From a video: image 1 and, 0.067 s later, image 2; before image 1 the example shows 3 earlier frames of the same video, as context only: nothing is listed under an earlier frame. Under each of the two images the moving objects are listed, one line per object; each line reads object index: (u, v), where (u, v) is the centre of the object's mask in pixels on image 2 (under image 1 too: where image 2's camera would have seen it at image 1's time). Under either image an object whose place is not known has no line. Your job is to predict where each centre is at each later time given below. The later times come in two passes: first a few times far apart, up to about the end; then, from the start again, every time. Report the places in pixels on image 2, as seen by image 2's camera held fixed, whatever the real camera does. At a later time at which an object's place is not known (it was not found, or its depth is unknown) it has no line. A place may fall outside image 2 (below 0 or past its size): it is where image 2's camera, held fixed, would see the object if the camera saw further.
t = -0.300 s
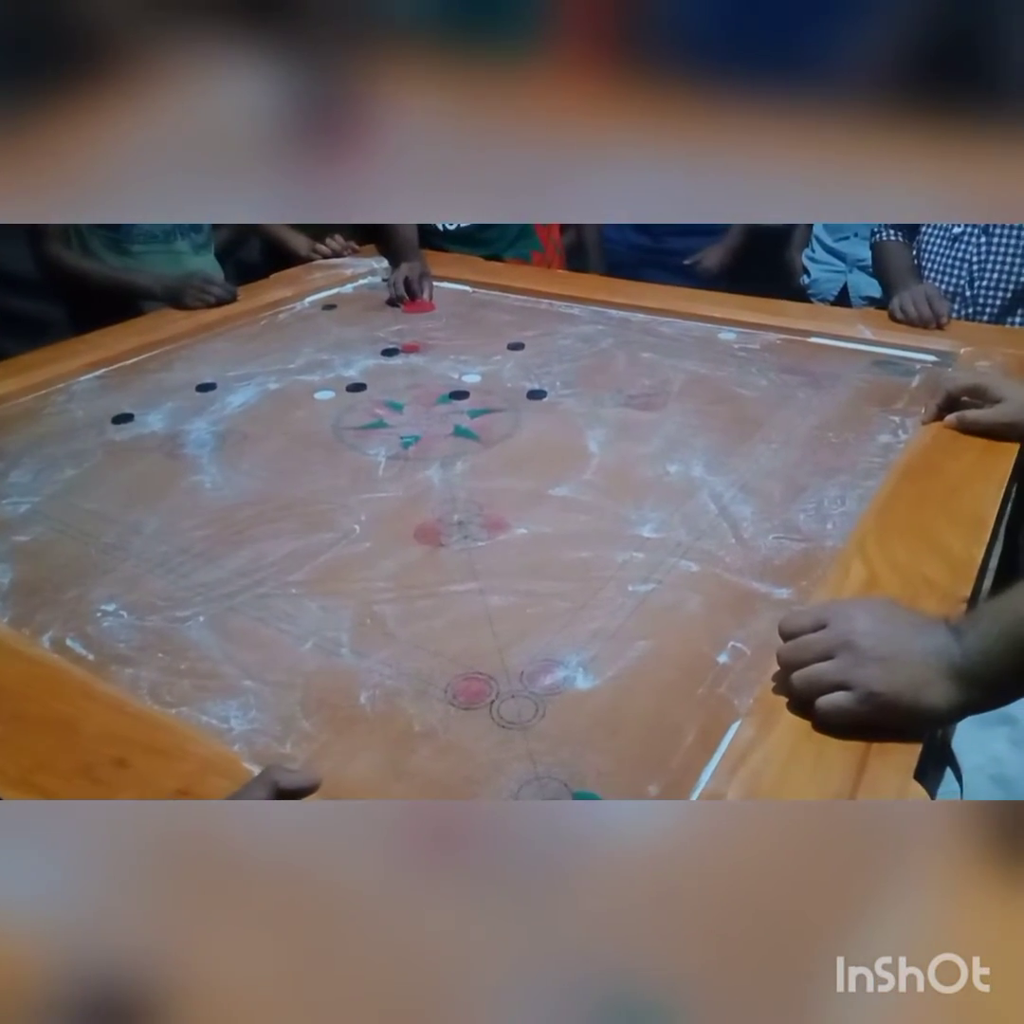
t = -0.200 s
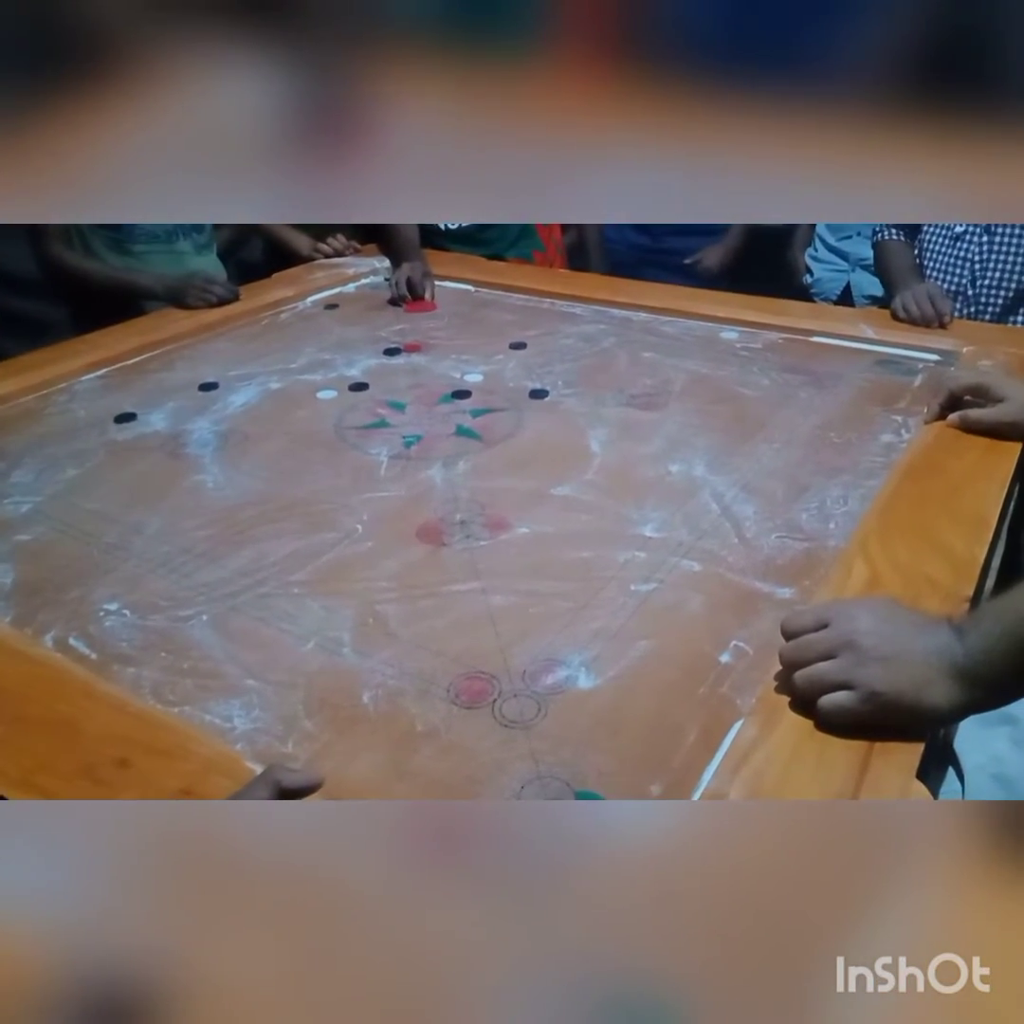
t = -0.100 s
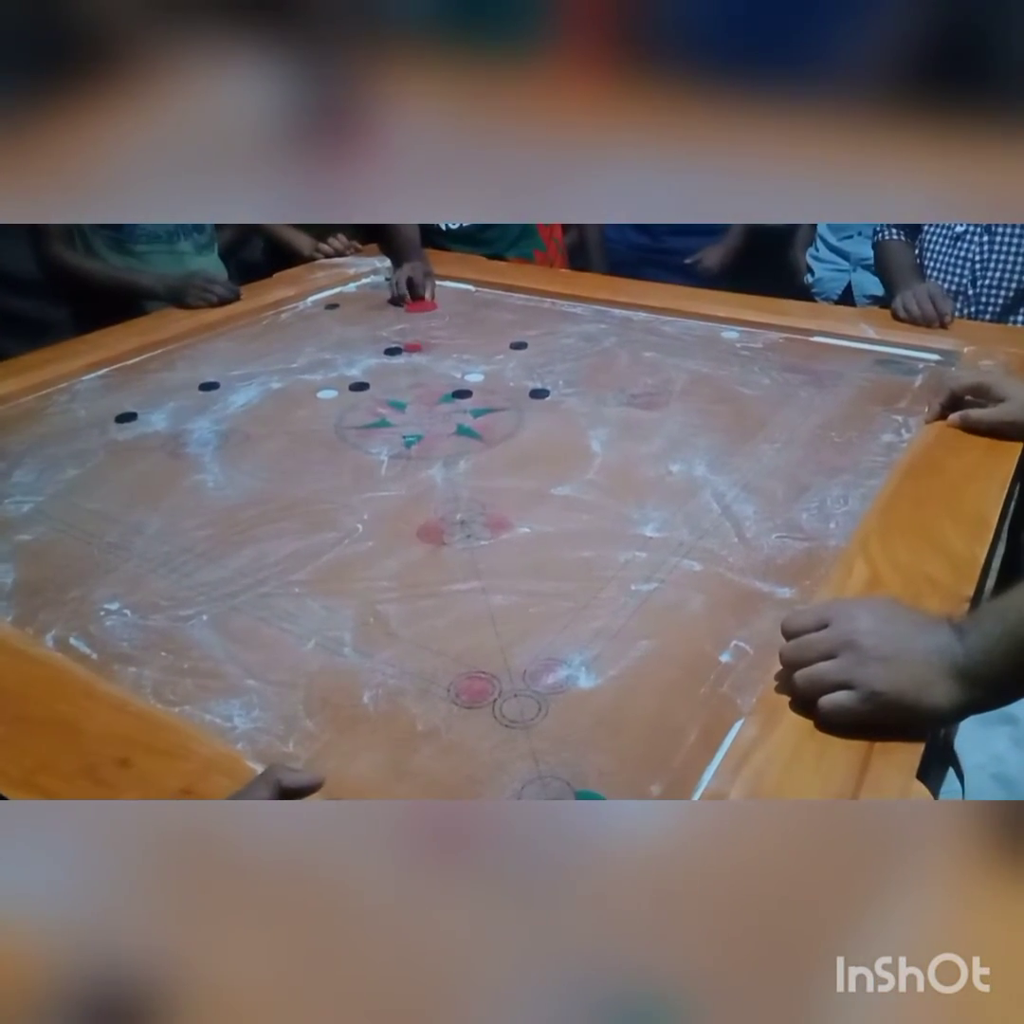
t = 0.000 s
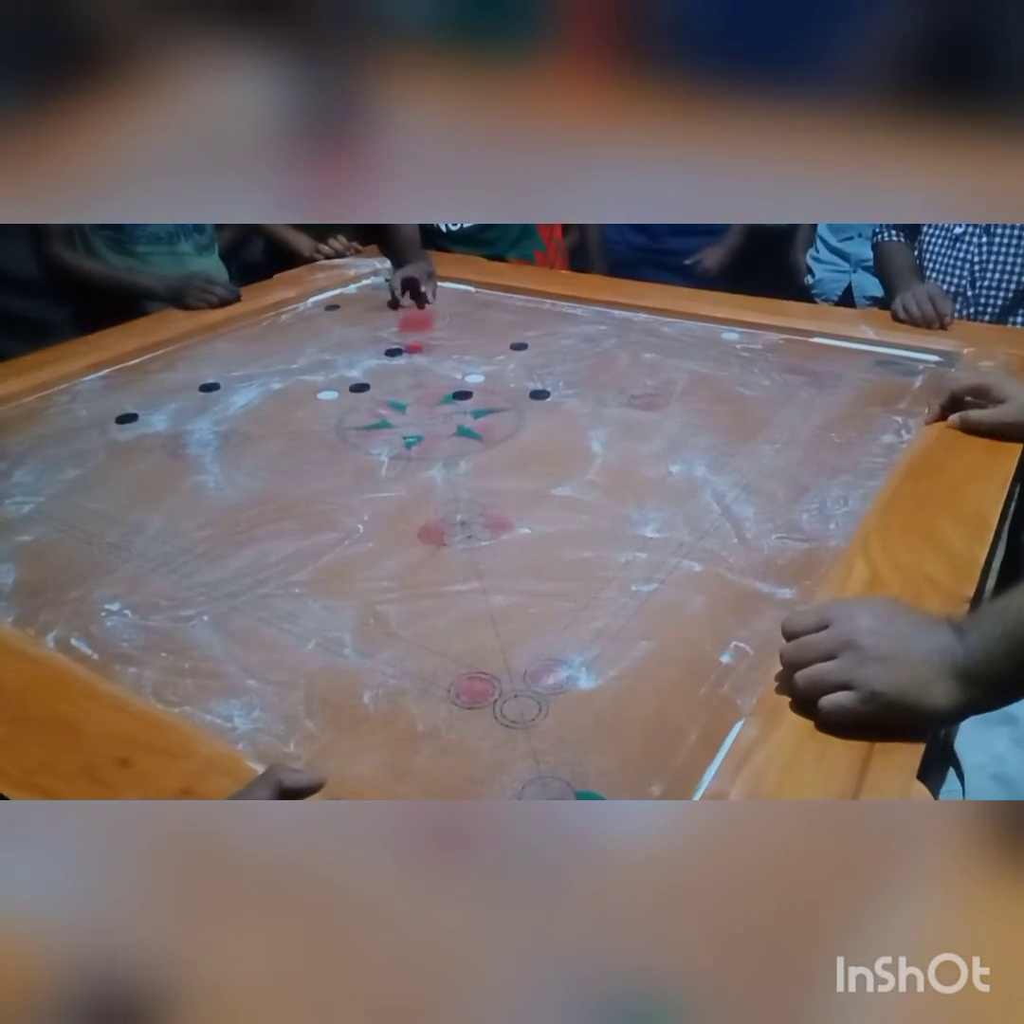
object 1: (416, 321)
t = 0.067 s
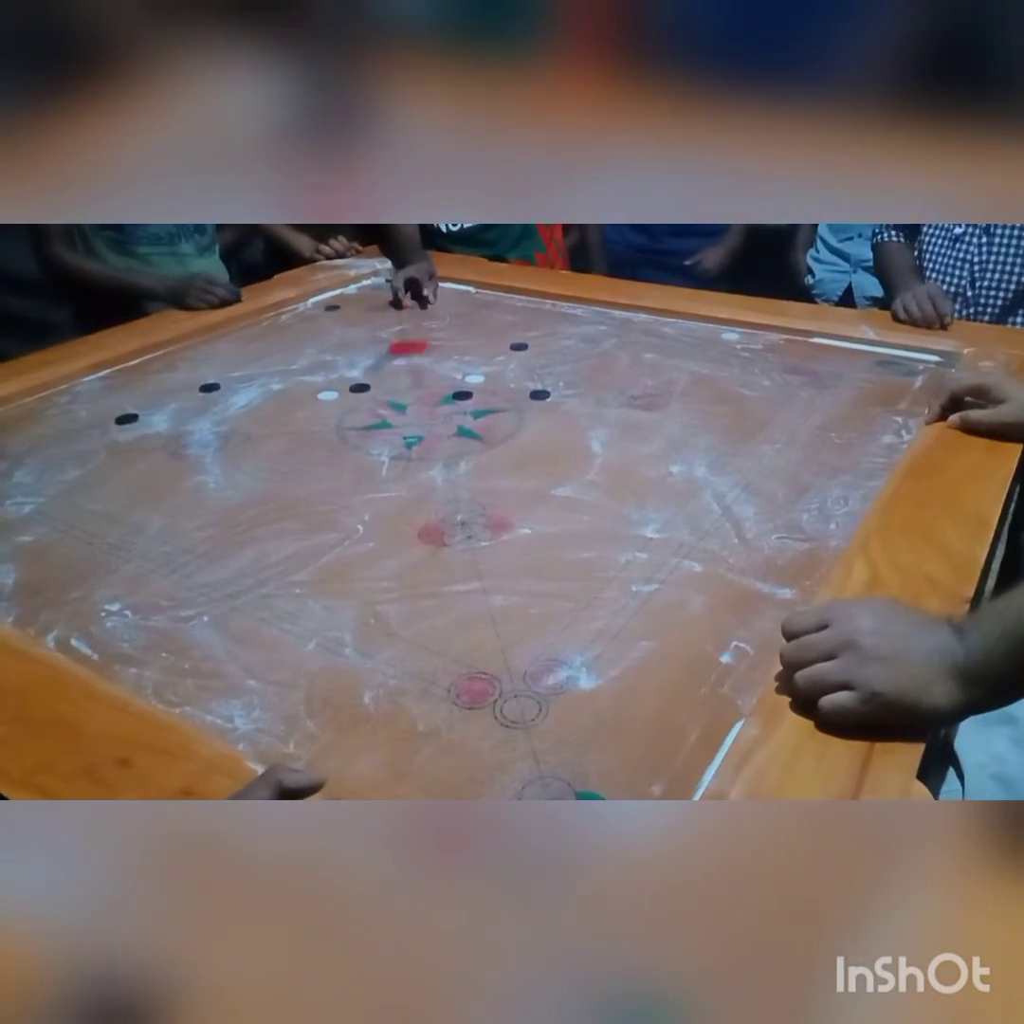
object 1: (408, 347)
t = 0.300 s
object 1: (392, 403)
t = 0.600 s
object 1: (379, 461)
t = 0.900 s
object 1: (376, 481)
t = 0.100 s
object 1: (405, 354)
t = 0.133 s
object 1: (402, 363)
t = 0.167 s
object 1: (400, 371)
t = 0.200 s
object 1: (399, 379)
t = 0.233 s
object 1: (397, 387)
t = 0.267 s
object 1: (395, 395)
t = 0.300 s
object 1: (392, 403)
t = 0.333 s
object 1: (390, 411)
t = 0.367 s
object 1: (389, 417)
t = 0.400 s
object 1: (387, 425)
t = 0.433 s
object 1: (385, 432)
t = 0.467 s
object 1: (384, 438)
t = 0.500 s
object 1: (383, 444)
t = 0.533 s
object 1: (382, 451)
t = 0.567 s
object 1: (380, 456)
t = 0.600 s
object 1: (379, 461)
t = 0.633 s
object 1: (378, 466)
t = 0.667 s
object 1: (378, 470)
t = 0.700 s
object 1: (377, 473)
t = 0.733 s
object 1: (377, 476)
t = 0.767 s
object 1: (376, 478)
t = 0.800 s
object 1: (376, 480)
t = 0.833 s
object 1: (376, 481)
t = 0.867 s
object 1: (376, 481)
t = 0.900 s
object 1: (376, 481)
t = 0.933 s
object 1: (376, 482)
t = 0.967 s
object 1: (376, 482)
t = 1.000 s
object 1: (375, 482)
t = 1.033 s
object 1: (376, 482)
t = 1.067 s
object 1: (375, 482)
